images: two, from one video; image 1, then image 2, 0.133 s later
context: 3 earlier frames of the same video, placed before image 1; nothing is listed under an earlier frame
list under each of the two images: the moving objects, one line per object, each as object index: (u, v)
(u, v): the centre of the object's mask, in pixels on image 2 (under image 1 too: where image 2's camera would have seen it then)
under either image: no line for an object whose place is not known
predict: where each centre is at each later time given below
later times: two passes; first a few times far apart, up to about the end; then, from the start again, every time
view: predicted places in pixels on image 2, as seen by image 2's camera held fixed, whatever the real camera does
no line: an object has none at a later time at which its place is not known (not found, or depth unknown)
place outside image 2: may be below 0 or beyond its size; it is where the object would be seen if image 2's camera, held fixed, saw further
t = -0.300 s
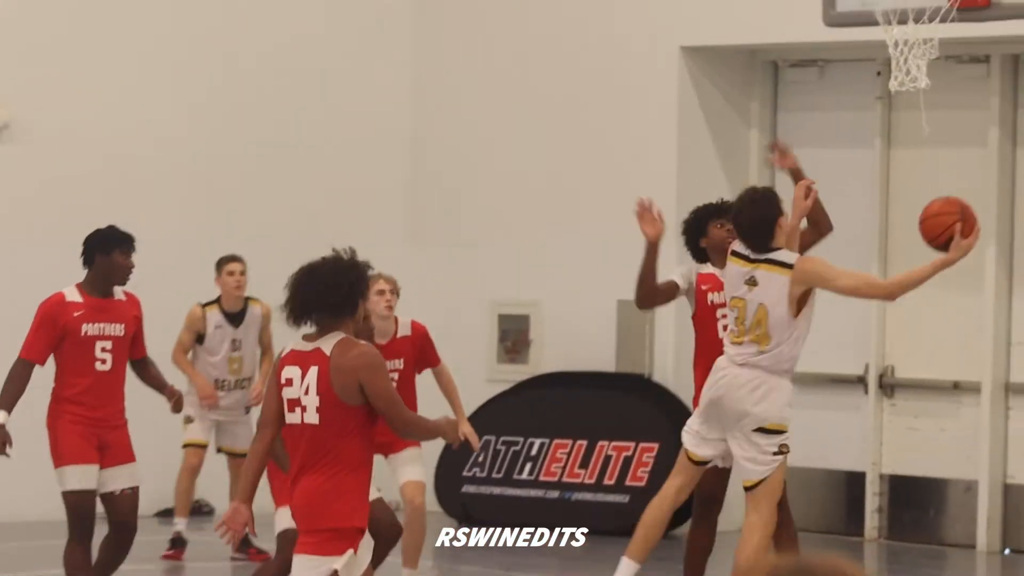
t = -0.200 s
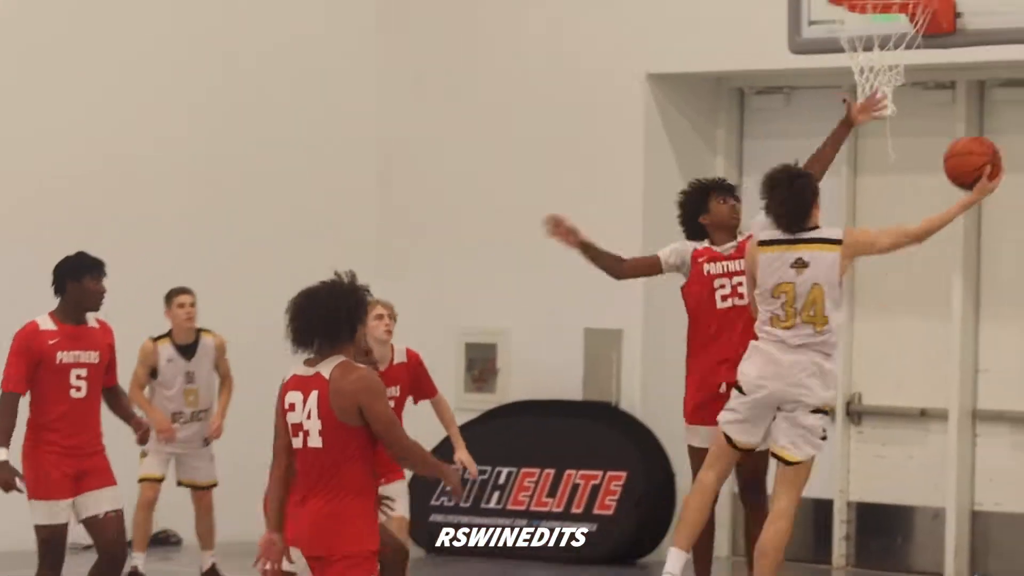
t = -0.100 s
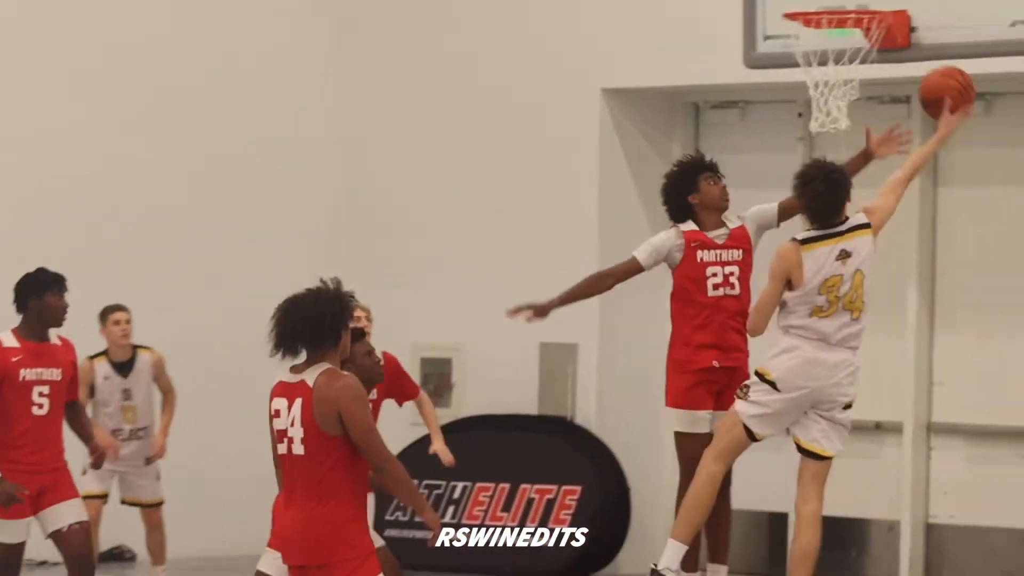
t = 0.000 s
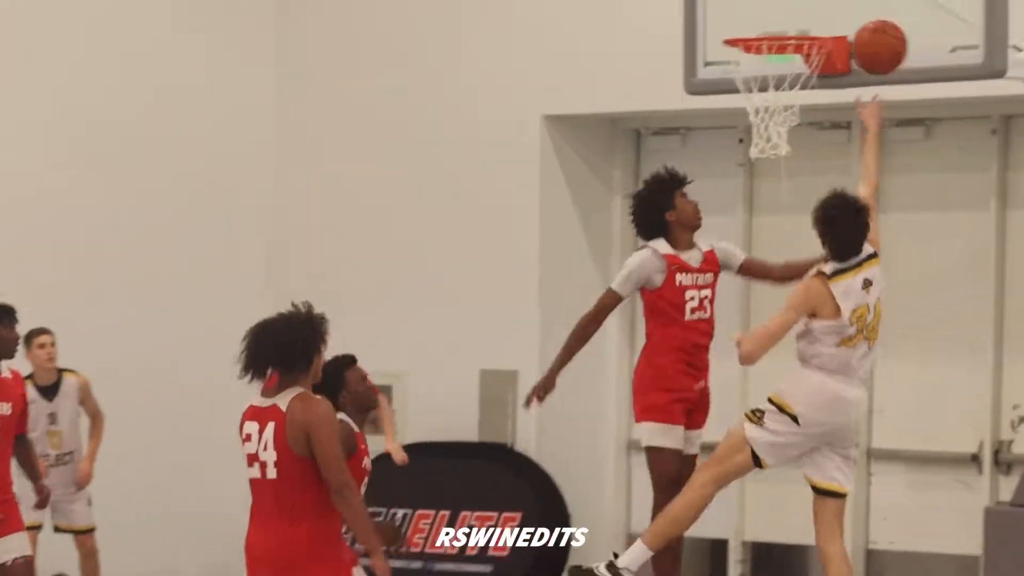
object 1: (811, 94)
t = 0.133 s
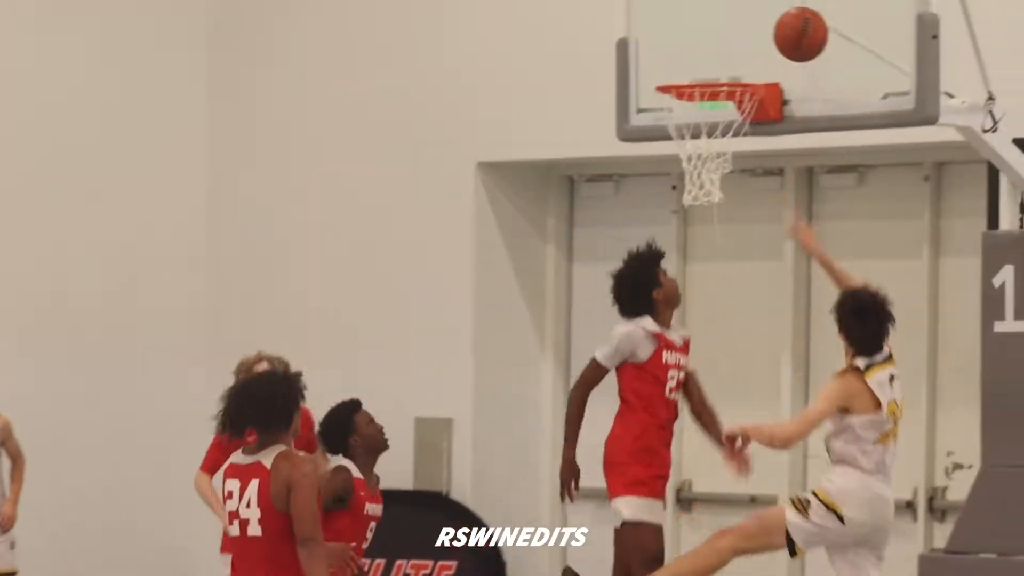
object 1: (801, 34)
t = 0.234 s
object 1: (792, 16)
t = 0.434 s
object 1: (775, 48)
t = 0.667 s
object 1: (734, 54)
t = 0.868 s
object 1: (696, 126)
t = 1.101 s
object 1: (668, 281)
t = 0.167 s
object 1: (798, 26)
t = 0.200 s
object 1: (795, 20)
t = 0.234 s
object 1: (792, 16)
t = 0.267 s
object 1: (790, 16)
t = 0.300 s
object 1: (787, 17)
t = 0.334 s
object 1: (784, 21)
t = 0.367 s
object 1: (781, 27)
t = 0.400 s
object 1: (778, 36)
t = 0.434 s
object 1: (775, 48)
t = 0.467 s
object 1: (771, 60)
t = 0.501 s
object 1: (763, 59)
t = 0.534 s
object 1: (757, 53)
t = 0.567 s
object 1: (751, 50)
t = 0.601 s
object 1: (745, 49)
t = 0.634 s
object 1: (740, 50)
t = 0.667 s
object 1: (734, 54)
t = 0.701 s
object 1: (728, 58)
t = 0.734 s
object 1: (722, 64)
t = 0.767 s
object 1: (715, 77)
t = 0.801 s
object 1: (709, 92)
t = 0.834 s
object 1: (703, 110)
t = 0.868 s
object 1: (696, 126)
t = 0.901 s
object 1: (691, 145)
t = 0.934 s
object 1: (685, 166)
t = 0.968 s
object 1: (681, 183)
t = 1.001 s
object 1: (679, 206)
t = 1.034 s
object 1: (676, 228)
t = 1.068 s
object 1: (672, 253)
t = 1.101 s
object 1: (668, 281)
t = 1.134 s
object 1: (665, 311)
